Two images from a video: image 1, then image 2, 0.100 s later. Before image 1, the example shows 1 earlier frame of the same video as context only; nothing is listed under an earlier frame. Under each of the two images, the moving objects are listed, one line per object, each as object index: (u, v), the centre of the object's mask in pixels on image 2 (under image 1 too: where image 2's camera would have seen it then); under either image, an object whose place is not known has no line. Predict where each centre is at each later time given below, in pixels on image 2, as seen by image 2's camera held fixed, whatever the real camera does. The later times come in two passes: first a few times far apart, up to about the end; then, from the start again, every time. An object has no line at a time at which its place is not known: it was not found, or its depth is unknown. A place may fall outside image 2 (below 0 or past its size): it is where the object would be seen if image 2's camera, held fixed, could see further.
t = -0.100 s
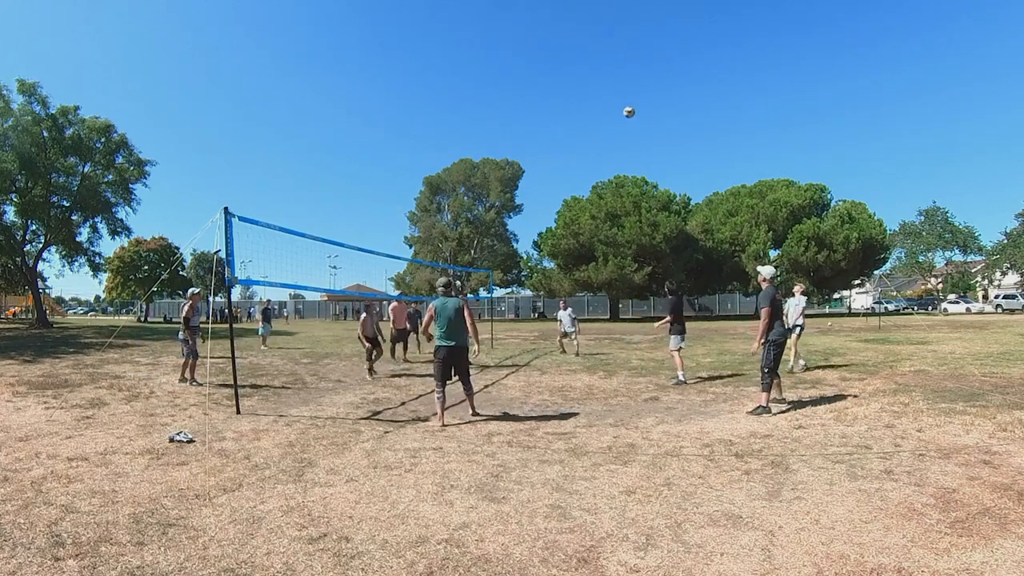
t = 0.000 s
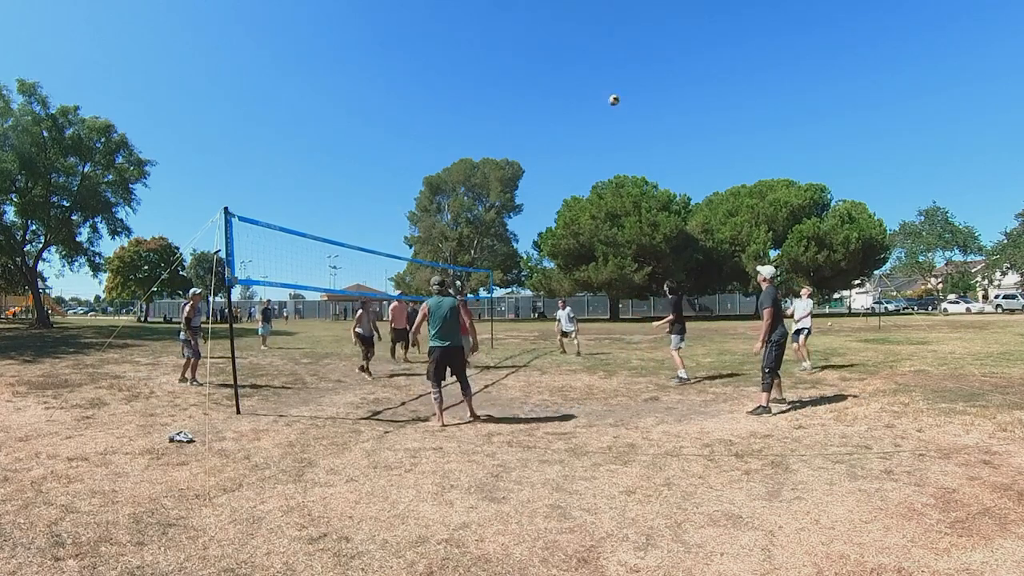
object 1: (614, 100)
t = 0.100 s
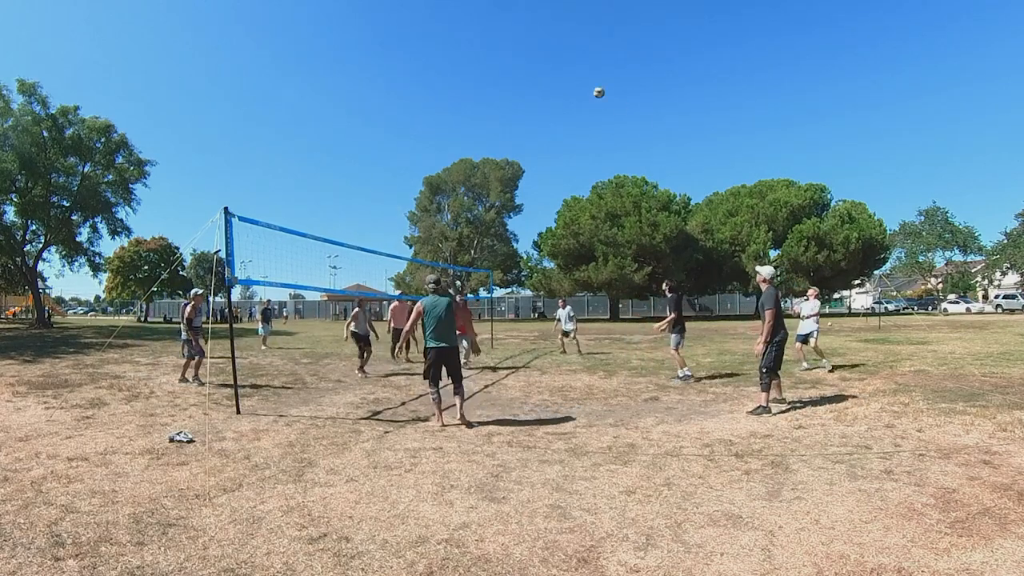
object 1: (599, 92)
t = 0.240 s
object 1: (579, 89)
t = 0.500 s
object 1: (543, 105)
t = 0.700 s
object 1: (516, 138)
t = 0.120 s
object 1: (596, 91)
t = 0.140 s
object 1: (593, 90)
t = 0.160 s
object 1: (590, 89)
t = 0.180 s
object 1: (587, 89)
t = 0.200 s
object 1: (585, 89)
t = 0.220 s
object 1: (582, 88)
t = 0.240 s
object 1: (579, 89)
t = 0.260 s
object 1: (576, 89)
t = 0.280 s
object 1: (573, 89)
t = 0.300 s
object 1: (570, 90)
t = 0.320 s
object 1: (568, 90)
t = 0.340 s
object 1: (565, 91)
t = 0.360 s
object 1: (562, 92)
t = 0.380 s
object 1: (560, 94)
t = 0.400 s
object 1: (557, 95)
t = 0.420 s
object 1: (554, 97)
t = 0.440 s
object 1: (551, 98)
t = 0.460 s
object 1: (548, 100)
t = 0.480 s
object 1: (546, 102)
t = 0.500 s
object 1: (543, 105)
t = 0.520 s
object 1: (541, 107)
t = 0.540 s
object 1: (538, 110)
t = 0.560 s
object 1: (535, 113)
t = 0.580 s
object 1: (532, 116)
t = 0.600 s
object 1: (530, 119)
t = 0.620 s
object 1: (527, 122)
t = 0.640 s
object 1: (524, 126)
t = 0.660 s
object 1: (521, 130)
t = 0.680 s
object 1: (519, 134)
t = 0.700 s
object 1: (516, 138)
